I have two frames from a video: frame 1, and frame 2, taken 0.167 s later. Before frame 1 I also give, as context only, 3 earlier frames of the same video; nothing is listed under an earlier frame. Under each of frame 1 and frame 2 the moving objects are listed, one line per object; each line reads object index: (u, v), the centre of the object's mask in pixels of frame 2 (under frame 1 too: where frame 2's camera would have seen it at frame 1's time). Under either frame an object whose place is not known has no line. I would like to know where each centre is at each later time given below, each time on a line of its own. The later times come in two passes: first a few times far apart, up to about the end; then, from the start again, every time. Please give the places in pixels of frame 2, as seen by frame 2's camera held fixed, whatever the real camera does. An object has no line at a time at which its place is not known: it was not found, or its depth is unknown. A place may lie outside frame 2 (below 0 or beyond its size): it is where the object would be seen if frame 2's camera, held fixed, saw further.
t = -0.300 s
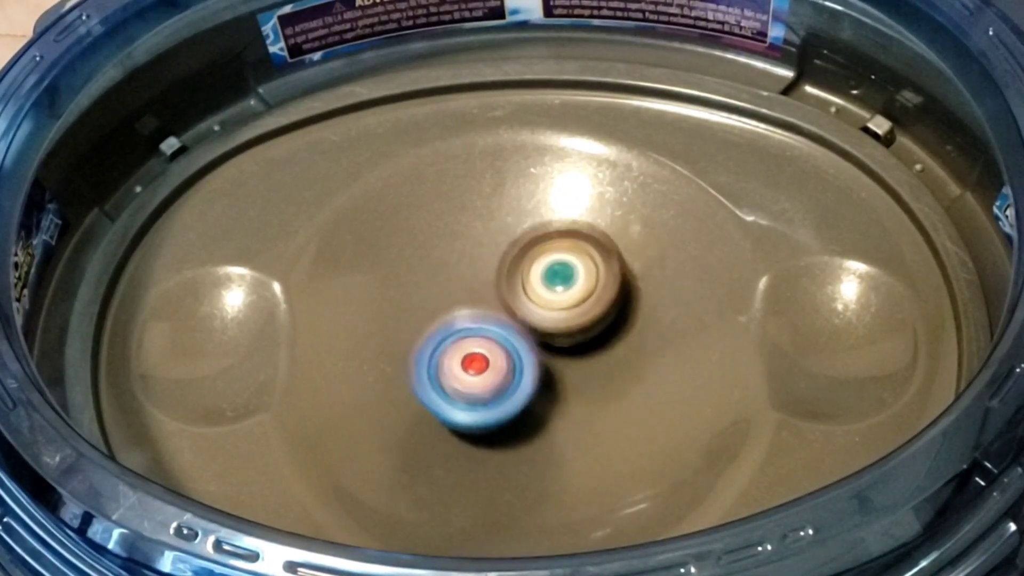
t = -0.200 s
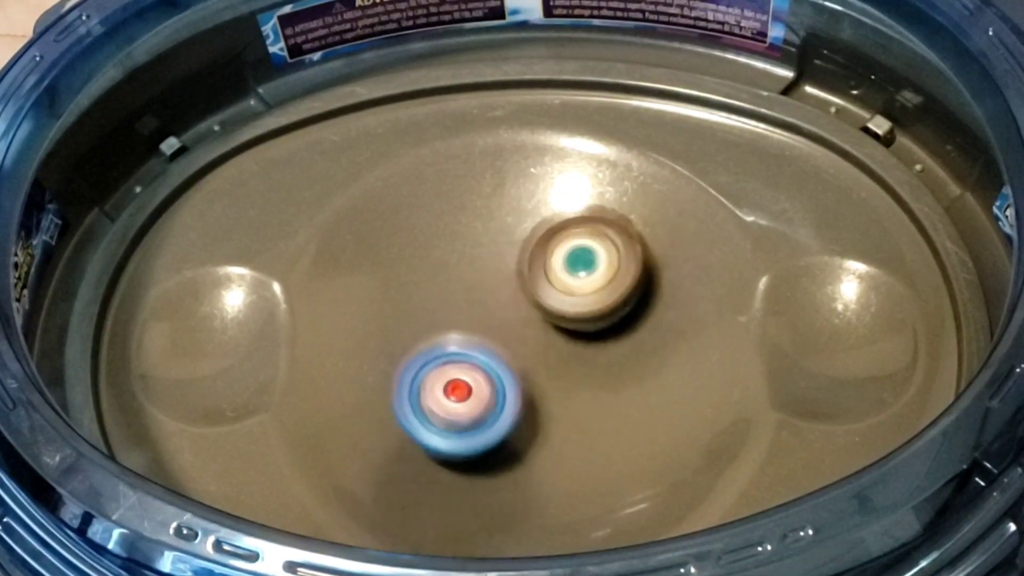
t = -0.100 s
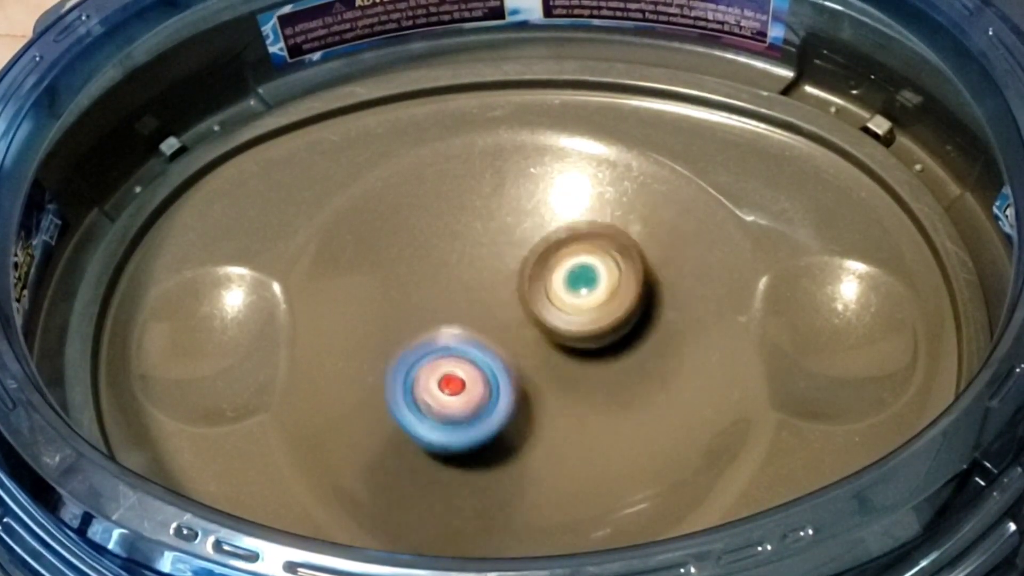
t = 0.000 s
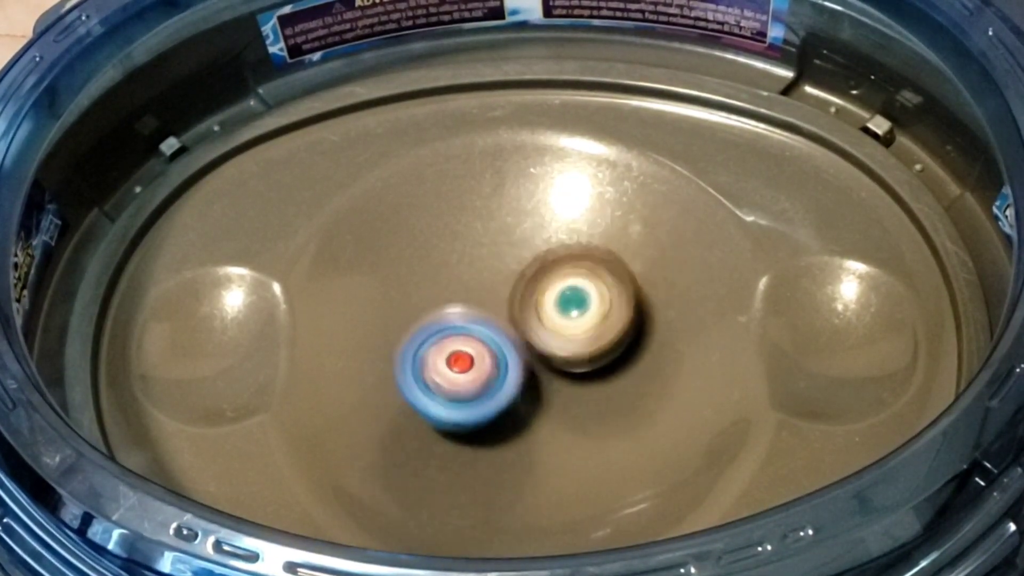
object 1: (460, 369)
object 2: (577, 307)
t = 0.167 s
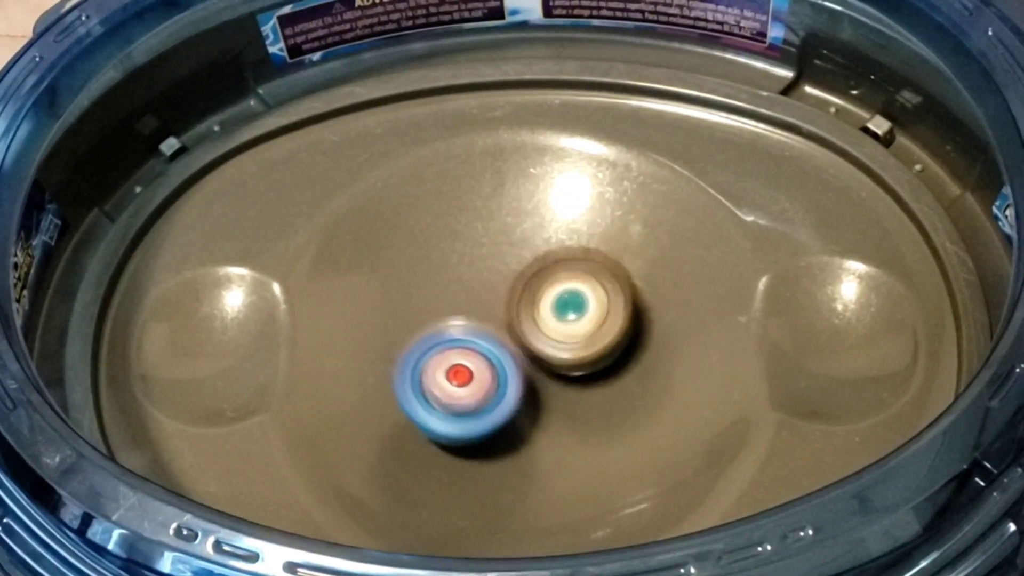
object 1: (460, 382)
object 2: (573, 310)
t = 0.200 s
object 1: (463, 382)
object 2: (569, 313)
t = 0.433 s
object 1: (448, 393)
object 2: (548, 310)
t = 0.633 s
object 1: (461, 398)
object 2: (524, 299)
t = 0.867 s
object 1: (505, 418)
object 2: (498, 298)
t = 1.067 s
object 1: (545, 410)
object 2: (481, 311)
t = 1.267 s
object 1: (585, 389)
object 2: (470, 330)
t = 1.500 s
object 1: (603, 353)
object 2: (469, 347)
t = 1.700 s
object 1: (602, 324)
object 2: (477, 362)
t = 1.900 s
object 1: (606, 290)
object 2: (491, 381)
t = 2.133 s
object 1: (571, 275)
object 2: (508, 400)
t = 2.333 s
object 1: (533, 246)
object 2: (519, 402)
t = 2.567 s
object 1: (521, 262)
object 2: (547, 392)
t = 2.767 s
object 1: (456, 259)
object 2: (578, 396)
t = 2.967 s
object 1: (431, 263)
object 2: (572, 370)
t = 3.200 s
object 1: (419, 336)
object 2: (587, 328)
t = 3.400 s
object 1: (382, 367)
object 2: (575, 302)
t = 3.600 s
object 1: (427, 366)
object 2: (549, 292)
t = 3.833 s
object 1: (511, 447)
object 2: (514, 276)
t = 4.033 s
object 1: (516, 458)
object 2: (489, 294)
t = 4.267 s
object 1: (567, 389)
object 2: (457, 325)
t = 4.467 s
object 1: (642, 337)
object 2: (447, 354)
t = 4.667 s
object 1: (642, 323)
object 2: (460, 380)
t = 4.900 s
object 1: (578, 287)
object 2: (497, 397)
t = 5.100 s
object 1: (521, 255)
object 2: (536, 400)
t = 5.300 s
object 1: (492, 259)
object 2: (568, 388)
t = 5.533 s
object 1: (446, 325)
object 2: (594, 357)
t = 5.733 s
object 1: (414, 356)
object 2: (592, 324)
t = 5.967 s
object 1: (466, 373)
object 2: (568, 297)
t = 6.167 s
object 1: (514, 422)
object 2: (538, 283)
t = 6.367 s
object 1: (535, 422)
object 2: (502, 292)
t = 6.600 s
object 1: (602, 364)
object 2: (459, 317)
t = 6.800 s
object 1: (640, 331)
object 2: (460, 353)
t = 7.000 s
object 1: (609, 303)
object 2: (481, 382)
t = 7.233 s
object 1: (528, 265)
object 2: (519, 402)
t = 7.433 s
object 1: (473, 257)
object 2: (553, 389)
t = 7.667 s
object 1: (439, 303)
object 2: (579, 355)
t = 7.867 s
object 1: (454, 366)
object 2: (574, 321)
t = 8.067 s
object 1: (497, 411)
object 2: (550, 298)
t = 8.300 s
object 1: (560, 406)
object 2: (510, 292)
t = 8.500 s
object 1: (595, 357)
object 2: (478, 310)
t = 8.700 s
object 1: (604, 305)
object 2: (463, 340)
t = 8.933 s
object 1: (556, 272)
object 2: (477, 375)
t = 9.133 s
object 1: (498, 266)
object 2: (512, 395)
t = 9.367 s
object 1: (458, 300)
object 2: (556, 384)
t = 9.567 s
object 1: (428, 346)
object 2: (576, 352)
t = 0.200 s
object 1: (463, 382)
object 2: (569, 313)
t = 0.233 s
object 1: (460, 391)
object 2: (570, 310)
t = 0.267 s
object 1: (454, 398)
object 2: (568, 306)
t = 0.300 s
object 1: (449, 402)
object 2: (566, 305)
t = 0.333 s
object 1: (446, 404)
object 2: (563, 305)
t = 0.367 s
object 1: (445, 402)
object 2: (559, 306)
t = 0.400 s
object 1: (445, 398)
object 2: (554, 308)
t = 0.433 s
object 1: (448, 393)
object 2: (548, 310)
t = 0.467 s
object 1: (453, 387)
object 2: (544, 309)
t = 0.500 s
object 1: (452, 392)
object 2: (541, 304)
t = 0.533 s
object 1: (452, 395)
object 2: (538, 301)
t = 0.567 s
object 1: (453, 398)
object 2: (533, 299)
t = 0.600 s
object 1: (457, 398)
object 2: (530, 298)
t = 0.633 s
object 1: (461, 398)
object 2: (524, 299)
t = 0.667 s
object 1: (466, 401)
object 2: (519, 297)
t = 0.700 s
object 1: (472, 406)
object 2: (515, 295)
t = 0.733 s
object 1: (478, 409)
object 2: (510, 293)
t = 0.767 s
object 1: (484, 412)
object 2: (507, 294)
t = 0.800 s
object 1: (491, 414)
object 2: (503, 295)
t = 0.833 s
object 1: (498, 417)
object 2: (501, 296)
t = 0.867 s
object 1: (505, 418)
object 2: (498, 298)
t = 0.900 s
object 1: (511, 418)
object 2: (495, 300)
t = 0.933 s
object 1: (518, 417)
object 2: (491, 302)
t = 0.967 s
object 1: (524, 415)
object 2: (487, 304)
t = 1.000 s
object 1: (531, 414)
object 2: (484, 306)
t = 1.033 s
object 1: (537, 412)
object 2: (483, 309)
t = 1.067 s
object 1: (545, 410)
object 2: (481, 311)
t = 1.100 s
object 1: (553, 408)
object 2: (478, 315)
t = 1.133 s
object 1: (562, 404)
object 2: (476, 319)
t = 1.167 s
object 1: (569, 401)
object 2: (475, 322)
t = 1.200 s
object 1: (575, 397)
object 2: (473, 325)
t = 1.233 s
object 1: (581, 393)
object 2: (471, 327)
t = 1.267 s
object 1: (585, 389)
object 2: (470, 330)
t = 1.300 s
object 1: (588, 385)
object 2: (469, 333)
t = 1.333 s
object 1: (591, 381)
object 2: (468, 335)
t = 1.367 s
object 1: (593, 377)
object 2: (469, 337)
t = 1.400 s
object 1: (596, 372)
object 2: (468, 339)
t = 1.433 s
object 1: (598, 366)
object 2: (468, 341)
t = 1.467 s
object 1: (601, 360)
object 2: (468, 345)
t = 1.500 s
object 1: (603, 353)
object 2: (469, 347)
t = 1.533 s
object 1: (606, 347)
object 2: (470, 350)
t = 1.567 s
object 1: (607, 341)
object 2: (471, 353)
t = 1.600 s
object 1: (607, 337)
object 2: (472, 355)
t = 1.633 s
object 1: (606, 333)
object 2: (473, 357)
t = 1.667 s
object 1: (603, 329)
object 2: (475, 359)
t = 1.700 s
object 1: (602, 324)
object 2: (477, 362)
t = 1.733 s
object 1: (604, 317)
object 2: (478, 366)
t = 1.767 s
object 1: (605, 310)
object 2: (480, 369)
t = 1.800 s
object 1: (606, 303)
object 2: (483, 373)
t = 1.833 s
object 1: (607, 297)
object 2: (486, 377)
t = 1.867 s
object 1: (606, 293)
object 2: (488, 379)
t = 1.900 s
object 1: (606, 290)
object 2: (491, 381)
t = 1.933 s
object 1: (604, 288)
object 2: (494, 383)
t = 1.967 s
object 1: (602, 285)
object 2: (496, 385)
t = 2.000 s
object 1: (598, 285)
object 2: (499, 386)
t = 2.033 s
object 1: (593, 286)
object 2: (502, 387)
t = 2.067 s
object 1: (585, 288)
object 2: (505, 389)
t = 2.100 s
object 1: (578, 281)
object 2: (507, 395)
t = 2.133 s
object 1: (571, 275)
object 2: (508, 400)
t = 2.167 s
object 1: (565, 270)
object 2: (510, 402)
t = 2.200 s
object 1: (558, 265)
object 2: (512, 404)
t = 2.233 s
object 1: (550, 260)
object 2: (512, 404)
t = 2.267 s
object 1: (544, 255)
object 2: (516, 404)
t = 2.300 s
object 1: (538, 250)
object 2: (518, 403)
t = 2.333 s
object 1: (533, 246)
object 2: (519, 402)
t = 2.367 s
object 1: (528, 243)
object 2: (522, 401)
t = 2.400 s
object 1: (525, 241)
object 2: (525, 400)
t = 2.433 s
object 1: (524, 241)
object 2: (529, 398)
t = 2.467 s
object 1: (523, 242)
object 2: (533, 397)
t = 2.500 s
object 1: (523, 246)
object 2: (538, 395)
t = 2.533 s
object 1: (522, 254)
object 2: (542, 394)
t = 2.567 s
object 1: (521, 262)
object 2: (547, 392)
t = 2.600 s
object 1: (514, 270)
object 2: (553, 392)
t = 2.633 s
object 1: (501, 266)
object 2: (564, 399)
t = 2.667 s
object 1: (488, 264)
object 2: (572, 400)
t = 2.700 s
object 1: (477, 262)
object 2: (575, 401)
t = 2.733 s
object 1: (466, 261)
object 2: (578, 399)
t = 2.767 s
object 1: (456, 259)
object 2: (578, 396)
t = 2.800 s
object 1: (447, 259)
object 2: (578, 392)
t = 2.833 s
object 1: (441, 258)
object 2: (576, 389)
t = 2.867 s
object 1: (435, 258)
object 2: (575, 384)
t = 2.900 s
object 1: (432, 259)
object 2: (574, 379)
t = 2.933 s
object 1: (430, 260)
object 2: (573, 375)
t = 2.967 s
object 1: (431, 263)
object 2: (572, 370)
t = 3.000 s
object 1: (433, 267)
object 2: (572, 366)
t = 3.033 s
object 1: (437, 273)
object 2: (572, 360)
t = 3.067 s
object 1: (442, 282)
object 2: (572, 355)
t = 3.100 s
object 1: (447, 293)
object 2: (571, 350)
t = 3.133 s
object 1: (446, 306)
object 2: (573, 345)
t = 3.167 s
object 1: (431, 323)
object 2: (582, 336)
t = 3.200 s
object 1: (419, 336)
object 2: (587, 328)
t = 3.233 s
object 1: (406, 347)
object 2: (589, 321)
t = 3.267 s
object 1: (395, 357)
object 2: (588, 316)
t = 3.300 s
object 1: (389, 363)
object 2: (586, 312)
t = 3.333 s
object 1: (383, 367)
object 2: (583, 308)
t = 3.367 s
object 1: (381, 368)
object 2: (579, 305)
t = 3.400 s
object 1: (382, 367)
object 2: (575, 302)
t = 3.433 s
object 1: (385, 365)
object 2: (571, 300)
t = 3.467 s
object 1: (391, 364)
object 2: (567, 298)
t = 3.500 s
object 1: (398, 362)
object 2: (563, 296)
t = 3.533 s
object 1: (406, 363)
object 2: (558, 294)
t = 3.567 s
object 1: (415, 364)
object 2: (553, 293)
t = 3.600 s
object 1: (427, 366)
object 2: (549, 292)
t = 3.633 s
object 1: (440, 370)
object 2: (543, 292)
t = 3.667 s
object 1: (454, 376)
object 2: (539, 289)
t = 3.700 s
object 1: (469, 385)
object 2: (534, 287)
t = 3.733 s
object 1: (484, 405)
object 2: (528, 280)
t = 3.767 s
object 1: (494, 421)
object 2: (523, 276)
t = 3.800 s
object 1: (503, 435)
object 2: (519, 276)
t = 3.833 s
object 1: (511, 447)
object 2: (514, 276)
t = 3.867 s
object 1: (516, 456)
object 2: (510, 277)
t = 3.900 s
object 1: (519, 462)
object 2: (505, 280)
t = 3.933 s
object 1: (518, 465)
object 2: (502, 283)
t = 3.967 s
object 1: (517, 465)
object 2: (497, 286)
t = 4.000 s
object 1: (516, 463)
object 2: (492, 290)
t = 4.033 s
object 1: (516, 458)
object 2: (489, 294)
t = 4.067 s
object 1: (516, 451)
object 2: (485, 299)
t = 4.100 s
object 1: (517, 442)
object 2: (480, 303)
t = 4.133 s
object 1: (522, 433)
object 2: (476, 308)
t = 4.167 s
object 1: (529, 423)
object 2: (472, 312)
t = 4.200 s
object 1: (537, 411)
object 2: (470, 316)
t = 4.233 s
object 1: (548, 398)
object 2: (464, 320)
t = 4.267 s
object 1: (567, 389)
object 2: (457, 325)
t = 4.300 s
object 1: (583, 378)
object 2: (454, 330)
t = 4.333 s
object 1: (599, 368)
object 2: (451, 333)
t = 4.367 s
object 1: (612, 359)
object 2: (448, 338)
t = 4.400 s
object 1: (625, 350)
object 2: (448, 344)
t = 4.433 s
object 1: (634, 343)
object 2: (447, 350)
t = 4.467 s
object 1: (642, 337)
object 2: (447, 354)
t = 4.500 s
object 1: (648, 333)
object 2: (448, 361)
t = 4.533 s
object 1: (651, 330)
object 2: (448, 364)
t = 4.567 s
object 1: (652, 328)
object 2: (450, 369)
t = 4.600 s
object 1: (651, 327)
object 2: (453, 373)
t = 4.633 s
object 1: (647, 325)
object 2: (456, 376)
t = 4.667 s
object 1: (642, 323)
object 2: (460, 380)
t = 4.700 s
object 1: (635, 320)
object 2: (464, 383)
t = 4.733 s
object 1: (628, 316)
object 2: (469, 386)
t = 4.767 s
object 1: (619, 311)
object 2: (475, 388)
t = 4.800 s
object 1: (610, 306)
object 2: (480, 390)
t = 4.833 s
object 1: (600, 300)
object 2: (486, 394)
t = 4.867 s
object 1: (589, 293)
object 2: (492, 395)
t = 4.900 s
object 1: (578, 287)
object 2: (497, 397)
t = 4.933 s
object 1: (566, 282)
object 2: (503, 399)
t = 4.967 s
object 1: (556, 276)
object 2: (509, 401)
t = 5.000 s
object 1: (547, 270)
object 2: (518, 401)
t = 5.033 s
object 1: (537, 265)
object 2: (524, 402)
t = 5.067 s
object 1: (528, 259)
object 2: (530, 400)
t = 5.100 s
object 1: (521, 255)
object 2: (536, 400)
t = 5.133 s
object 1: (513, 251)
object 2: (541, 399)
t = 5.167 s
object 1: (507, 249)
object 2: (549, 397)
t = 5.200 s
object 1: (501, 248)
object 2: (553, 395)
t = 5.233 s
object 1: (497, 250)
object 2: (559, 393)
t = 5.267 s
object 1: (495, 253)
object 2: (564, 390)
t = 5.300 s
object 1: (492, 259)
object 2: (568, 388)
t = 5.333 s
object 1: (489, 267)
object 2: (573, 384)
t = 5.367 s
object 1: (485, 276)
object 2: (576, 380)
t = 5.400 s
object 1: (480, 287)
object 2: (581, 376)
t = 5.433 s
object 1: (474, 298)
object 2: (584, 371)
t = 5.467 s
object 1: (466, 309)
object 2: (587, 366)
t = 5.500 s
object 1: (455, 318)
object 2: (592, 362)
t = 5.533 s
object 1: (446, 325)
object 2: (594, 357)
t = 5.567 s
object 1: (437, 331)
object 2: (595, 351)
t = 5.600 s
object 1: (429, 338)
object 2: (595, 346)
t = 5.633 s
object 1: (423, 344)
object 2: (595, 340)
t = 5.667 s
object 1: (418, 348)
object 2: (594, 335)
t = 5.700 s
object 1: (415, 352)
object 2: (593, 330)
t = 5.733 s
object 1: (414, 356)
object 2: (592, 324)
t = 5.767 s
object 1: (415, 358)
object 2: (589, 320)
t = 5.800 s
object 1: (418, 360)
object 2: (586, 316)
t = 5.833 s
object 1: (422, 362)
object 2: (583, 312)
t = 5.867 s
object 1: (430, 364)
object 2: (579, 308)
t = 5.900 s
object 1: (440, 367)
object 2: (575, 305)
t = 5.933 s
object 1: (453, 370)
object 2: (572, 301)
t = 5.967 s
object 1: (466, 373)
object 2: (568, 297)
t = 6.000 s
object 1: (480, 378)
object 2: (564, 293)
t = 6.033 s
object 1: (490, 389)
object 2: (560, 288)
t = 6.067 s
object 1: (498, 399)
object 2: (555, 284)
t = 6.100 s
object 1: (504, 408)
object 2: (550, 284)
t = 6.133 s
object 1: (509, 416)
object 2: (544, 284)
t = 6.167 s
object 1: (514, 422)
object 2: (538, 283)
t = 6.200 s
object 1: (518, 427)
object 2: (532, 283)
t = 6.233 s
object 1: (522, 429)
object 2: (525, 284)
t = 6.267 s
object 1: (525, 431)
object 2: (519, 286)
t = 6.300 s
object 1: (528, 430)
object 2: (514, 288)
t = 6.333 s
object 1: (531, 427)
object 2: (508, 290)
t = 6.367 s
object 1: (535, 422)
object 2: (502, 292)
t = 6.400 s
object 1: (540, 415)
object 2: (496, 295)
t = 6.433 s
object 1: (545, 406)
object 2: (490, 297)
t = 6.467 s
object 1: (551, 397)
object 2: (484, 300)
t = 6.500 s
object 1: (557, 386)
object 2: (478, 303)
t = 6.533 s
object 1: (574, 377)
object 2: (472, 308)
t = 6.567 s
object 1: (589, 370)
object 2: (465, 312)
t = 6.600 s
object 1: (602, 364)
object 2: (459, 317)
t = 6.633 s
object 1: (614, 359)
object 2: (457, 323)
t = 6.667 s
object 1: (622, 353)
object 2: (458, 330)
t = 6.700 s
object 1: (630, 348)
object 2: (456, 334)
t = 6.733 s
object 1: (635, 342)
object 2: (457, 340)
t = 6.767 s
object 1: (639, 337)
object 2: (458, 346)
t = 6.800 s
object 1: (640, 331)
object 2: (460, 353)
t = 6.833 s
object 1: (640, 326)
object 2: (462, 358)
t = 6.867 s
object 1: (637, 321)
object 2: (465, 364)
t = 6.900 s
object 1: (632, 317)
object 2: (468, 369)
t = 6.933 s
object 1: (626, 312)
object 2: (472, 374)
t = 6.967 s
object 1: (618, 307)
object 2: (476, 378)
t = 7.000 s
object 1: (609, 303)
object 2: (481, 382)
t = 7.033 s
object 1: (598, 299)
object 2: (485, 385)
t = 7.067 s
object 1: (586, 295)
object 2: (491, 388)
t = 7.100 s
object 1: (574, 292)
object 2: (495, 391)
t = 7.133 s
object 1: (561, 285)
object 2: (500, 396)
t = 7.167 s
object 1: (550, 277)
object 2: (506, 400)
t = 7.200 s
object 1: (539, 271)
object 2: (512, 401)
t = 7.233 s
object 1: (528, 265)
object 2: (519, 402)
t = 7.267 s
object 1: (518, 261)
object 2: (524, 401)
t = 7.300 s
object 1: (508, 258)
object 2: (530, 400)
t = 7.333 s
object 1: (498, 256)
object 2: (536, 398)
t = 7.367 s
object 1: (490, 255)
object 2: (542, 397)
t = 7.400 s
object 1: (482, 255)
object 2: (547, 393)
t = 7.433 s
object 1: (473, 257)
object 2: (553, 389)
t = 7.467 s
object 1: (465, 261)
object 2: (557, 386)
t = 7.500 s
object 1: (458, 266)
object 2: (561, 381)
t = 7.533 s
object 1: (451, 272)
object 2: (565, 376)
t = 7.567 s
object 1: (445, 278)
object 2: (569, 372)
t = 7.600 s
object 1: (442, 285)
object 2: (574, 367)
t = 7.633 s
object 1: (440, 294)
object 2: (577, 361)
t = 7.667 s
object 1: (439, 303)
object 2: (579, 355)
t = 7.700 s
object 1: (440, 313)
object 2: (579, 350)
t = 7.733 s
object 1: (440, 324)
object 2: (579, 344)
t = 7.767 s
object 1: (443, 335)
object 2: (579, 338)
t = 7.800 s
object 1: (445, 345)
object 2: (578, 332)
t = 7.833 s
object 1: (449, 356)
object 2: (576, 327)
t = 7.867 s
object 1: (454, 366)
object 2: (574, 321)
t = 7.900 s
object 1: (460, 376)
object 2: (571, 316)
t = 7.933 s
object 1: (467, 385)
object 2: (569, 311)
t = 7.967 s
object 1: (474, 393)
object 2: (565, 307)
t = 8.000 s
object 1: (481, 401)
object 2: (559, 304)
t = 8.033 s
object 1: (489, 406)
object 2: (555, 301)
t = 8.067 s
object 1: (497, 411)
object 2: (550, 298)
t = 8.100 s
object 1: (506, 414)
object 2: (545, 295)
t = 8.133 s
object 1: (516, 416)
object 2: (541, 293)
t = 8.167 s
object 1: (526, 418)
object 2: (534, 293)
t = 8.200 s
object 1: (535, 417)
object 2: (526, 291)
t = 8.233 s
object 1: (543, 414)
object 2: (523, 290)
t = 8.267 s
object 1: (552, 411)
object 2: (518, 291)
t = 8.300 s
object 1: (560, 406)
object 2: (510, 292)
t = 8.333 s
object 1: (566, 400)
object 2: (506, 295)
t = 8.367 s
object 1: (574, 394)
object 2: (500, 297)
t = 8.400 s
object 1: (579, 386)
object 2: (495, 299)
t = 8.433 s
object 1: (582, 376)
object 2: (490, 302)
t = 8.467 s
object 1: (588, 366)
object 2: (485, 307)
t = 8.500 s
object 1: (595, 357)
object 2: (478, 310)
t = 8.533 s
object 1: (599, 349)
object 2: (473, 315)
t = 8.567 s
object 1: (603, 340)
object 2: (469, 319)
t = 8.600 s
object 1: (605, 332)
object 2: (467, 324)
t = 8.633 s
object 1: (606, 323)
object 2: (465, 329)
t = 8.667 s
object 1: (606, 314)
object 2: (464, 334)
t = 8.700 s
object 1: (604, 305)
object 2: (463, 340)
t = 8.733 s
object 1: (601, 297)
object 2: (463, 346)
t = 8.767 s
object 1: (596, 291)
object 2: (464, 351)
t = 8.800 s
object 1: (590, 285)
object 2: (465, 356)
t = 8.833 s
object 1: (582, 279)
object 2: (467, 361)
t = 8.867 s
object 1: (574, 275)
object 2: (470, 366)
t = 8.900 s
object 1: (566, 273)
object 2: (474, 371)
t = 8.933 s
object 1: (556, 272)
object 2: (477, 375)
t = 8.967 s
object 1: (546, 272)
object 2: (481, 380)
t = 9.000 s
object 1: (534, 270)
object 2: (485, 384)
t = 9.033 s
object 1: (524, 267)
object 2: (491, 389)
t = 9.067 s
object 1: (515, 266)
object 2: (499, 392)
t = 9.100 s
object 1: (507, 265)
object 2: (505, 394)
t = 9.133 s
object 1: (498, 266)
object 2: (512, 395)
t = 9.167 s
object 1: (490, 267)
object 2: (518, 396)
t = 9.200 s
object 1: (483, 269)
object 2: (524, 395)
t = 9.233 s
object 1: (477, 274)
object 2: (533, 395)
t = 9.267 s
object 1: (469, 279)
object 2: (539, 393)
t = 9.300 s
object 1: (463, 285)
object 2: (545, 390)
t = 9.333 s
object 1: (460, 292)
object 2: (551, 387)
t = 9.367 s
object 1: (458, 300)
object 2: (556, 384)
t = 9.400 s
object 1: (453, 310)
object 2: (561, 380)
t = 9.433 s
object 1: (448, 319)
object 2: (566, 376)
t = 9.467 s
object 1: (442, 328)
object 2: (572, 370)
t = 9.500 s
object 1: (435, 335)
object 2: (576, 364)
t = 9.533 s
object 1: (430, 341)
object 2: (577, 358)
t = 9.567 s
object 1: (428, 346)
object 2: (576, 352)
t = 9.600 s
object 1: (426, 353)
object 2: (576, 347)
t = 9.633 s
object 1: (425, 358)
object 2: (575, 340)
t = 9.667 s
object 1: (427, 364)
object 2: (573, 334)
